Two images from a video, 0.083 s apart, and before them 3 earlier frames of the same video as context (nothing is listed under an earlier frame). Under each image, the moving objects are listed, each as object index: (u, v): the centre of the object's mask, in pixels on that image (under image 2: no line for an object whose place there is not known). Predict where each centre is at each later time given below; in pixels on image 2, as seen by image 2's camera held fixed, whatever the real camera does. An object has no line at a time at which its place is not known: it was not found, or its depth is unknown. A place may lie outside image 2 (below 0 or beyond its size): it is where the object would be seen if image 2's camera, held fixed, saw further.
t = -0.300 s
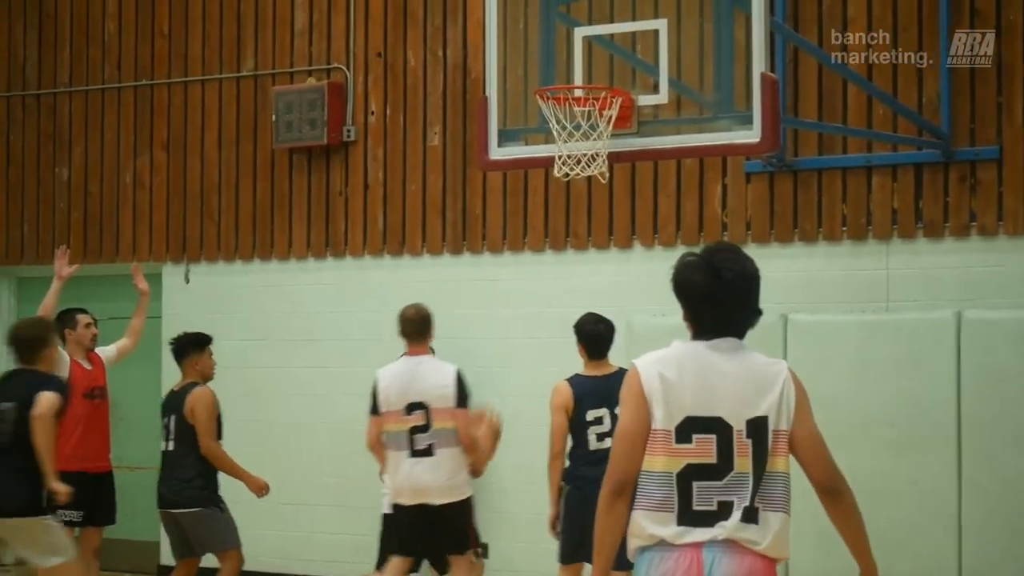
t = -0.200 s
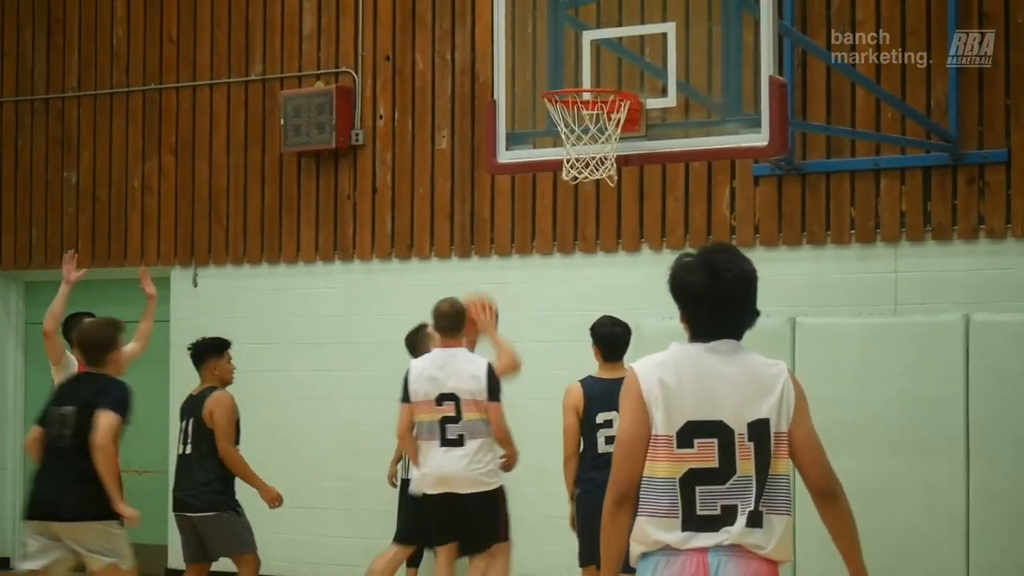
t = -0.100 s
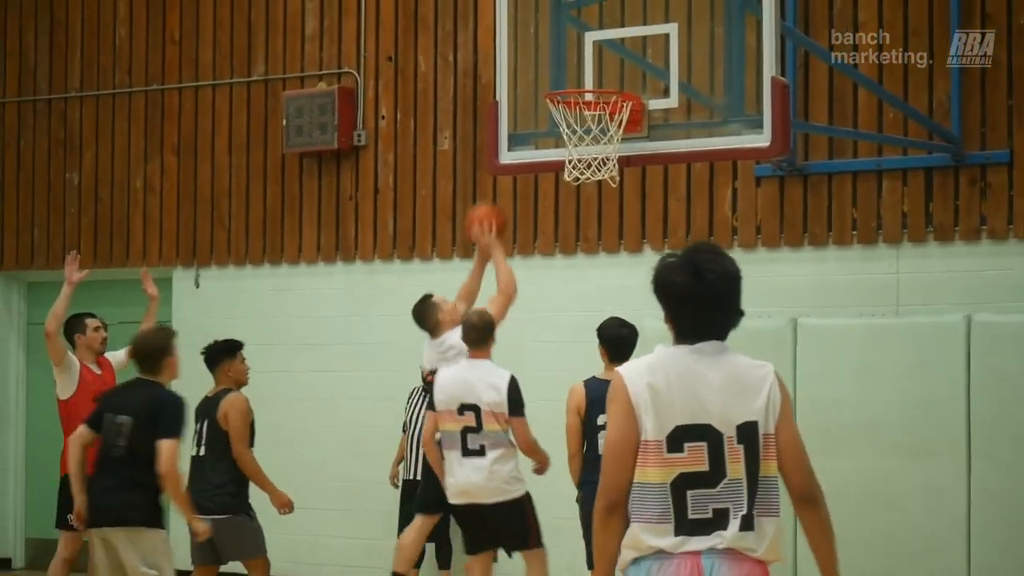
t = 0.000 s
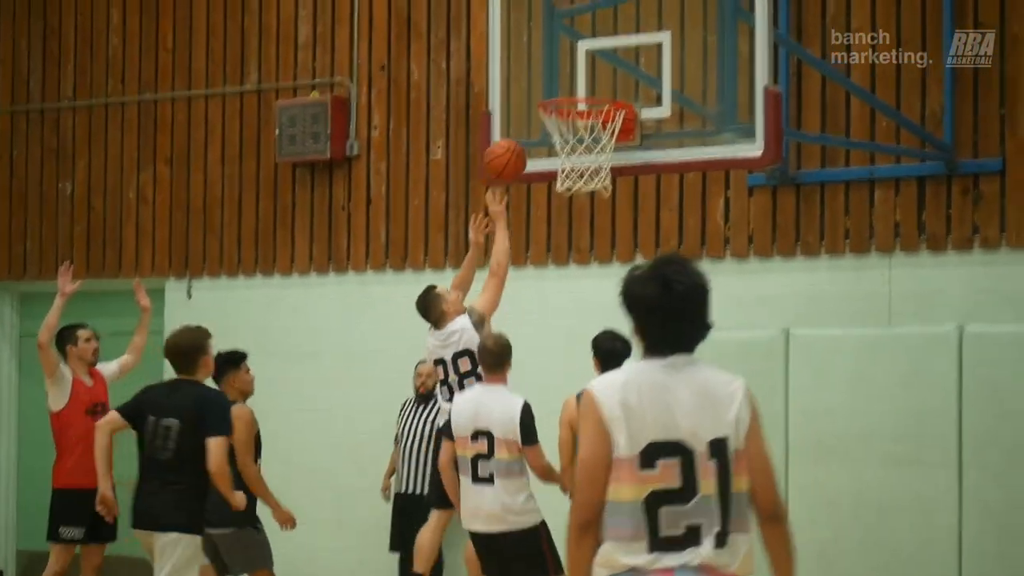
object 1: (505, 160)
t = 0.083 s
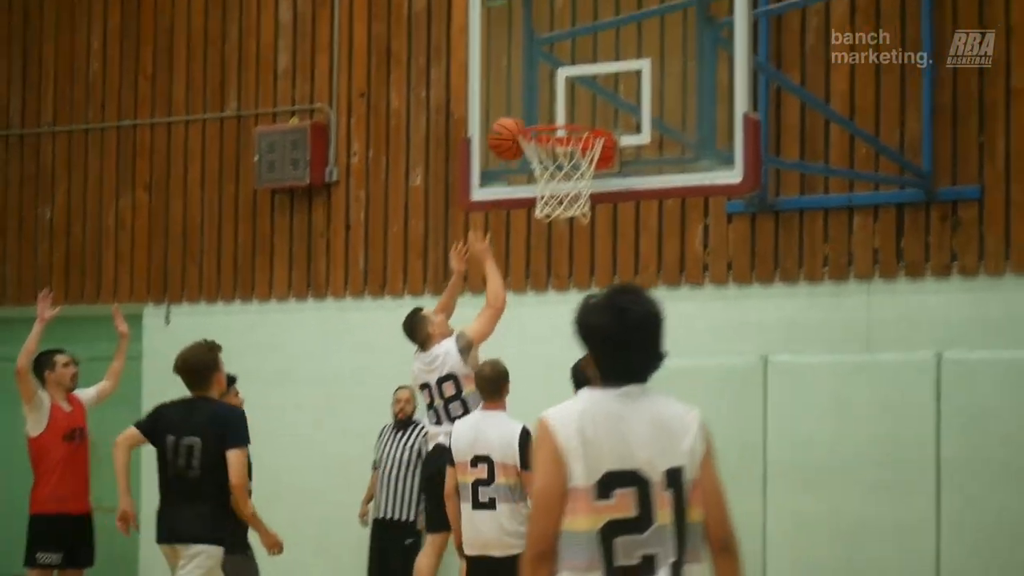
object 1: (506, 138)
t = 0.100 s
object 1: (511, 128)
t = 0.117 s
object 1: (516, 120)
